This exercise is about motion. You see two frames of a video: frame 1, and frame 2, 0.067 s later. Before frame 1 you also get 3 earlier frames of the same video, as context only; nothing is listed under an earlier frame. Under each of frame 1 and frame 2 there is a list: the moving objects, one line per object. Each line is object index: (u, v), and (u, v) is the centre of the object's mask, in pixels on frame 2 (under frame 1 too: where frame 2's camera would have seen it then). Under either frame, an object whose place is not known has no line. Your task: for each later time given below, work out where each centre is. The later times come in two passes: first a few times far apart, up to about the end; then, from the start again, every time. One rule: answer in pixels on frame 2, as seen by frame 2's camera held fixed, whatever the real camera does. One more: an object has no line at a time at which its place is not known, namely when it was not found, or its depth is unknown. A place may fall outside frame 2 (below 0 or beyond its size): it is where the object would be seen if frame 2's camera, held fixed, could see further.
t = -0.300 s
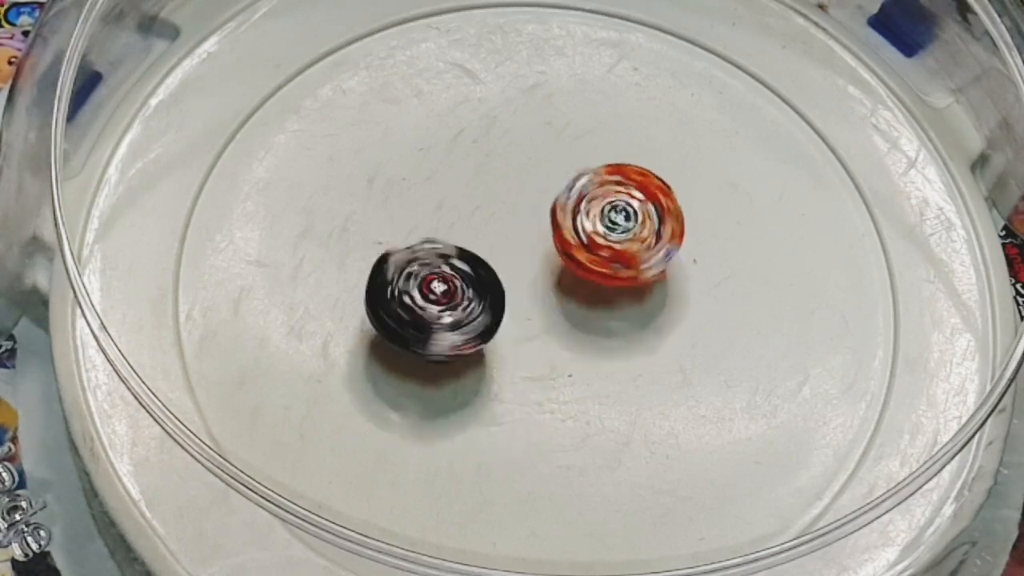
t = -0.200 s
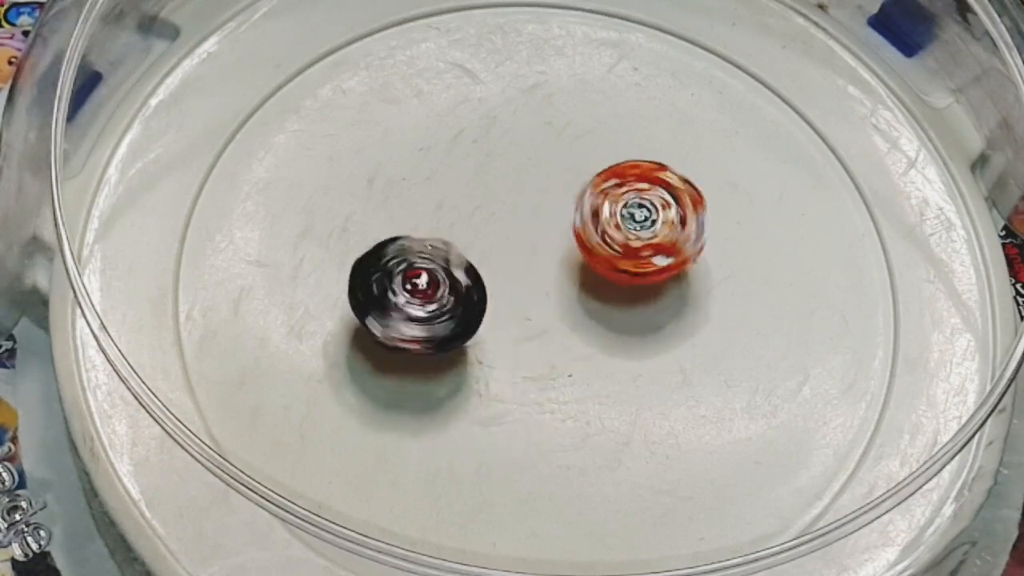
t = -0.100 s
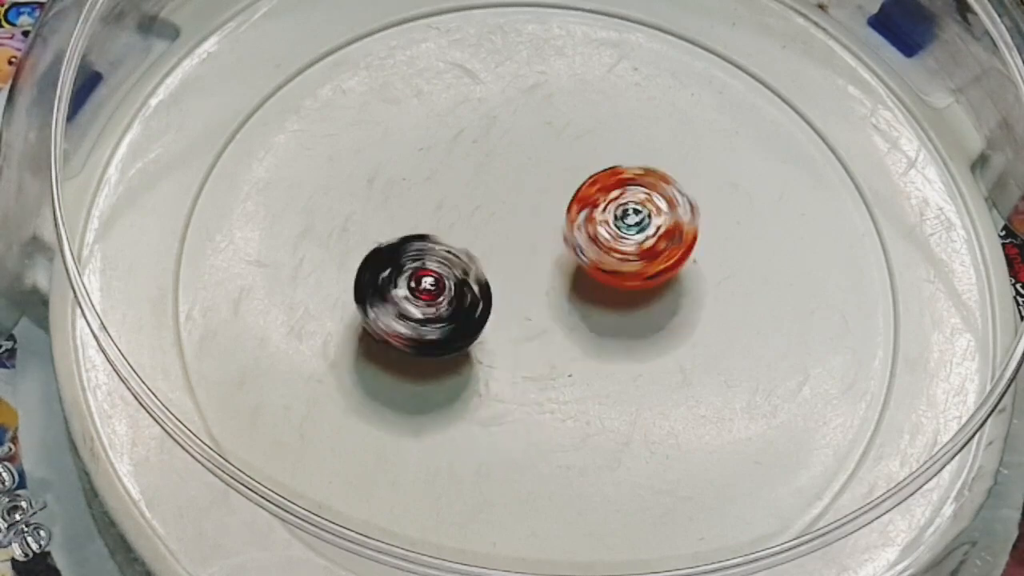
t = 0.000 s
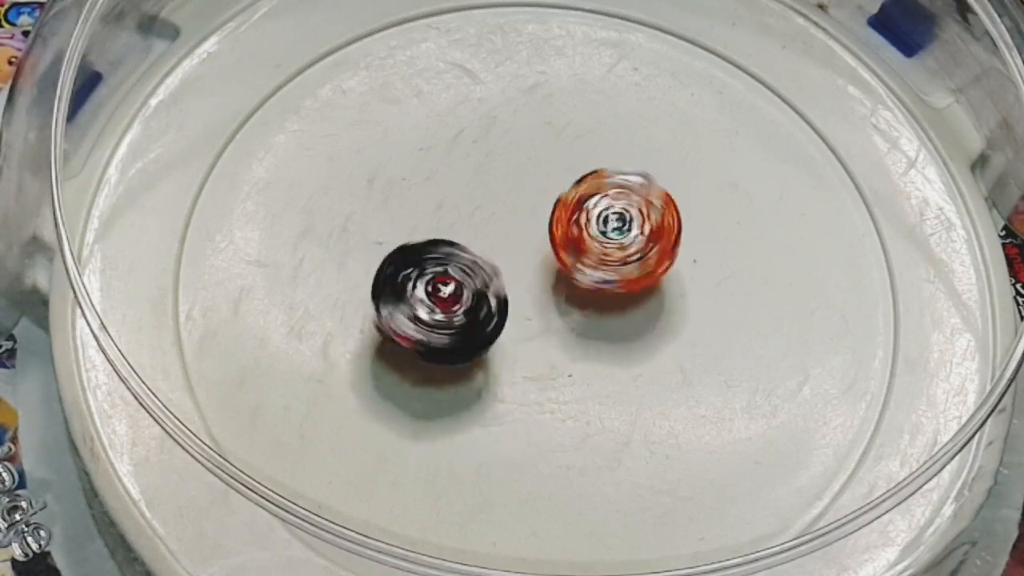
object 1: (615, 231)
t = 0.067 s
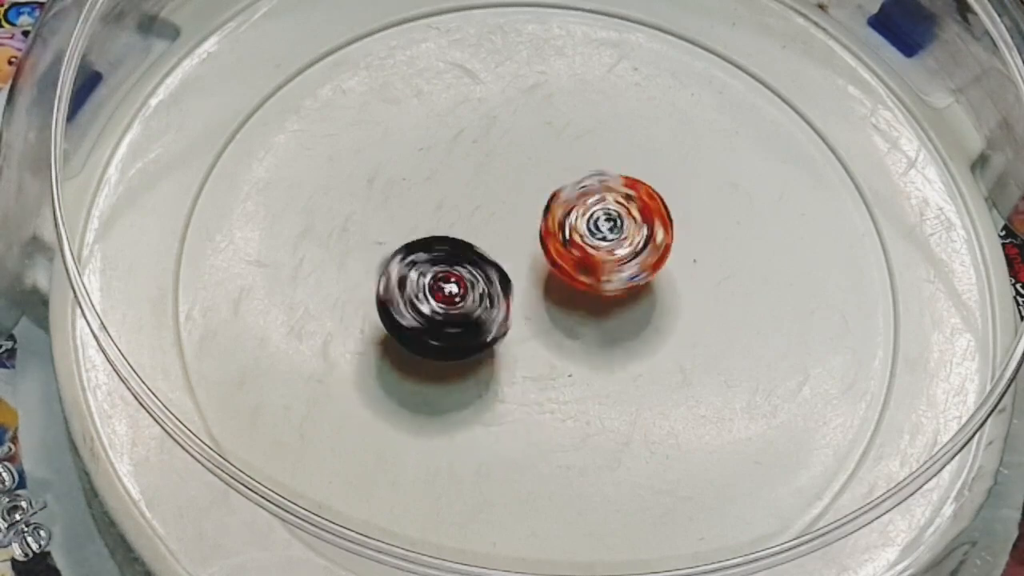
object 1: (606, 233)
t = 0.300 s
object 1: (589, 237)
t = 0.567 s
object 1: (621, 258)
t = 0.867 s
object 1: (690, 294)
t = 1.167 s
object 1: (643, 279)
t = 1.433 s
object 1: (728, 343)
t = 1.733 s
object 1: (705, 320)
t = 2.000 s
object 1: (643, 284)
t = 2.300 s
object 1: (657, 256)
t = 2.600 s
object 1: (668, 218)
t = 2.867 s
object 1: (650, 205)
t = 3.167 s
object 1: (621, 200)
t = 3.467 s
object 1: (601, 188)
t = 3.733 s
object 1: (573, 189)
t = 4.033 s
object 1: (572, 189)
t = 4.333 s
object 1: (570, 190)
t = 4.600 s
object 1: (569, 189)
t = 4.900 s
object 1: (569, 190)
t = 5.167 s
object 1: (568, 191)
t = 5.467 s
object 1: (566, 191)
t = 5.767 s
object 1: (565, 190)
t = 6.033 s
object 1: (565, 191)
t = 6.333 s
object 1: (563, 192)
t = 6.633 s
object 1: (562, 193)
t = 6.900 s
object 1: (561, 192)
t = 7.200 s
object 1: (561, 193)
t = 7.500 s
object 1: (560, 194)
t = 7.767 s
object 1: (557, 194)
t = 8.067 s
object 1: (557, 193)
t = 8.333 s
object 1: (557, 195)
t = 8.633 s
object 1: (556, 196)
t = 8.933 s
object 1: (553, 197)
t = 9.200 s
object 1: (553, 196)
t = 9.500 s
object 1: (553, 197)
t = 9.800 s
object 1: (552, 199)
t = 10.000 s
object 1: (569, 184)
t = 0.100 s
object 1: (601, 233)
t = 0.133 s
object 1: (598, 235)
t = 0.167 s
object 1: (592, 235)
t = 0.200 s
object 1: (592, 236)
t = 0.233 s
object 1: (586, 237)
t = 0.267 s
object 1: (587, 236)
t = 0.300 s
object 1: (589, 237)
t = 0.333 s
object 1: (612, 238)
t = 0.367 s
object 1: (630, 245)
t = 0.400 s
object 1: (636, 249)
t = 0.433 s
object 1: (641, 252)
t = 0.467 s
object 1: (638, 257)
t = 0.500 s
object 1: (632, 257)
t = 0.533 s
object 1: (628, 258)
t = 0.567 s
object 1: (621, 258)
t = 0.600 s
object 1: (616, 256)
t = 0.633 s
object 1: (612, 257)
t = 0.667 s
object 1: (613, 260)
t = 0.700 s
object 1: (649, 270)
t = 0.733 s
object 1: (676, 282)
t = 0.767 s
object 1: (689, 289)
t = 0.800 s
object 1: (694, 291)
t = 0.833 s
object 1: (696, 293)
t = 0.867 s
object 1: (690, 294)
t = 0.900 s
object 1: (683, 293)
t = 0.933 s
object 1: (680, 290)
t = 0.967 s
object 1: (676, 289)
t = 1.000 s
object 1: (670, 287)
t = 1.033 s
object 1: (663, 284)
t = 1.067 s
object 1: (660, 283)
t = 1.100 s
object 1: (654, 282)
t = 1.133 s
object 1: (647, 281)
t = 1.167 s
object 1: (643, 279)
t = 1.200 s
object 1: (639, 278)
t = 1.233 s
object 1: (633, 278)
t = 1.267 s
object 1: (626, 278)
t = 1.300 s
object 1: (622, 277)
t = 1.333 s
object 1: (638, 288)
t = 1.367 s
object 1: (682, 312)
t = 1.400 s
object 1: (712, 330)
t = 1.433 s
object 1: (728, 343)
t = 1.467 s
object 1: (730, 347)
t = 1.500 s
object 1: (730, 346)
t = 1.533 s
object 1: (727, 342)
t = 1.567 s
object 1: (727, 338)
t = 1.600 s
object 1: (726, 335)
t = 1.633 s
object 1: (723, 331)
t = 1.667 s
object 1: (719, 328)
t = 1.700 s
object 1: (713, 325)
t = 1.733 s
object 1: (705, 320)
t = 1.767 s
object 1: (698, 315)
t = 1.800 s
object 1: (692, 311)
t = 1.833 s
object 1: (685, 307)
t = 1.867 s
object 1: (678, 304)
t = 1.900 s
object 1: (669, 300)
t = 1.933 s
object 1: (660, 295)
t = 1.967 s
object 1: (651, 289)
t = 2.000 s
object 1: (643, 284)
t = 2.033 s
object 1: (634, 279)
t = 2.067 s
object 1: (626, 273)
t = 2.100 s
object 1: (616, 268)
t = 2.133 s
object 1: (606, 261)
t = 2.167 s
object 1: (633, 265)
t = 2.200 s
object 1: (649, 266)
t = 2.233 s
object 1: (656, 266)
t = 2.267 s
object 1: (657, 263)
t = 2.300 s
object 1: (657, 256)
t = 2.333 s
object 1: (659, 250)
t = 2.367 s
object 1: (661, 244)
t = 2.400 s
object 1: (663, 240)
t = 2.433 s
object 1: (664, 236)
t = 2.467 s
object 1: (666, 231)
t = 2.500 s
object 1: (666, 228)
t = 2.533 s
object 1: (667, 225)
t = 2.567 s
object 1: (667, 221)
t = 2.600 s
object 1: (668, 218)
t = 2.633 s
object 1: (667, 216)
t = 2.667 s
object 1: (667, 213)
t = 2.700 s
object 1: (666, 212)
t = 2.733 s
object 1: (664, 210)
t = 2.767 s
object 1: (660, 208)
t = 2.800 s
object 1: (658, 207)
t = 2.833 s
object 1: (655, 207)
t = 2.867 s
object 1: (650, 205)
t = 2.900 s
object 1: (646, 205)
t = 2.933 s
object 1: (641, 205)
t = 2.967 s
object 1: (636, 205)
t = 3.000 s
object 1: (630, 205)
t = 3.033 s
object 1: (631, 204)
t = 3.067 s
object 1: (633, 203)
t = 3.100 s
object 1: (629, 202)
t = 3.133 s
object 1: (625, 201)
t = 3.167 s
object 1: (621, 200)
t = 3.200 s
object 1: (616, 199)
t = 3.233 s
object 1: (612, 199)
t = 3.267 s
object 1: (610, 197)
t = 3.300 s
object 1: (605, 197)
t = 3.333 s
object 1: (604, 193)
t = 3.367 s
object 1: (608, 189)
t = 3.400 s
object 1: (608, 189)
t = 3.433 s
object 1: (606, 189)
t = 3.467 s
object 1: (601, 188)
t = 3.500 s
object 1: (596, 188)
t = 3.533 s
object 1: (591, 187)
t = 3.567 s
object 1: (586, 187)
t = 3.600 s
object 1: (582, 187)
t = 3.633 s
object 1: (577, 188)
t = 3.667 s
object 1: (573, 188)
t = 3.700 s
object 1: (573, 188)
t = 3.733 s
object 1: (573, 189)
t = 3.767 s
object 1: (573, 189)
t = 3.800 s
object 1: (573, 189)
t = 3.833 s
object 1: (573, 189)
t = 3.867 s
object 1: (573, 189)
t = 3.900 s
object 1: (573, 189)
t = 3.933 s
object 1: (573, 189)
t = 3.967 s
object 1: (573, 189)
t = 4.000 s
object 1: (572, 190)
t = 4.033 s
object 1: (572, 189)
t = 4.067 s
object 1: (572, 189)
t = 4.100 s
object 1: (572, 189)
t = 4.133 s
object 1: (572, 189)
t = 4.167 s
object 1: (572, 190)
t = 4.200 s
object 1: (572, 190)
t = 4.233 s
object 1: (571, 190)
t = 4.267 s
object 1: (571, 190)
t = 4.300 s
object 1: (570, 190)
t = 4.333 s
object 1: (570, 190)
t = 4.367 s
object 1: (570, 190)
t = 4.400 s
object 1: (570, 190)
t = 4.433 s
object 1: (569, 190)
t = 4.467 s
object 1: (569, 190)
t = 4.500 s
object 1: (569, 190)
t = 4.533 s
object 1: (569, 189)
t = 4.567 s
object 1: (569, 189)
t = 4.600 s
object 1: (569, 189)
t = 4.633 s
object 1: (569, 189)
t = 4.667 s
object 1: (569, 189)
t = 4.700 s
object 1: (569, 189)
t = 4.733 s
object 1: (569, 189)
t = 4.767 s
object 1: (569, 189)
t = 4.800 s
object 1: (569, 190)
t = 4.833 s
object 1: (569, 190)
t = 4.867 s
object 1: (569, 190)
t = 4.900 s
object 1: (569, 190)
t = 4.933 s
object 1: (569, 190)
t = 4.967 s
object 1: (569, 190)
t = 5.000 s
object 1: (569, 190)
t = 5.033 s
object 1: (569, 190)
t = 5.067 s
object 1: (568, 191)
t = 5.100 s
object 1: (568, 191)
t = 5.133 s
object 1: (568, 191)
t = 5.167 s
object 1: (568, 191)
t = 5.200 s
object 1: (568, 191)
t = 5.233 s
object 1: (568, 191)
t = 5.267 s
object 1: (568, 191)
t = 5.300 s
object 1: (568, 191)
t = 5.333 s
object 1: (567, 191)
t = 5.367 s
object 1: (567, 192)
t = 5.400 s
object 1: (567, 192)
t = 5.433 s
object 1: (566, 191)
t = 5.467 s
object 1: (566, 191)
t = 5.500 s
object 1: (566, 191)
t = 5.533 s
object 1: (565, 191)
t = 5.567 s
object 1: (565, 191)
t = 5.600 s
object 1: (565, 191)
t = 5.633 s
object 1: (565, 191)
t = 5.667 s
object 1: (565, 191)
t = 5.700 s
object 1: (565, 191)
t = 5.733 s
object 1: (565, 191)
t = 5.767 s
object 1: (565, 190)
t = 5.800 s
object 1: (565, 190)
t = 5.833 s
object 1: (565, 190)
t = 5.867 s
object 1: (565, 190)
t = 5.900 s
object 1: (565, 191)
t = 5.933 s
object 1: (565, 191)
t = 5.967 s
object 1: (565, 191)
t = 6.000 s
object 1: (565, 191)
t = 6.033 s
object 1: (565, 191)
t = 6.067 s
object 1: (565, 191)
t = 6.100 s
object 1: (565, 191)
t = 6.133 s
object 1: (565, 191)
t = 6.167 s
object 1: (564, 192)
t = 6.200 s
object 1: (564, 192)
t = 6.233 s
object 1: (564, 192)
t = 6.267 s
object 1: (564, 192)
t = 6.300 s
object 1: (563, 192)
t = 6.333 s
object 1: (563, 192)
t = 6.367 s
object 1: (564, 192)
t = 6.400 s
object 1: (564, 192)
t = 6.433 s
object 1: (563, 193)
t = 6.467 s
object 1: (563, 193)
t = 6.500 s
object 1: (563, 193)
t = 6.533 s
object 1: (562, 193)
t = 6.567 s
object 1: (562, 193)
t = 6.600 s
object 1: (562, 193)
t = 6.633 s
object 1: (562, 193)
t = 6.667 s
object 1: (561, 193)
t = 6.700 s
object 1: (561, 193)
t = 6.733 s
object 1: (561, 192)
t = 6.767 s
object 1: (561, 192)
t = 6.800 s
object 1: (561, 192)
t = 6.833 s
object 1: (561, 192)
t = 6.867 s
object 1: (561, 192)
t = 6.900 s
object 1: (561, 192)
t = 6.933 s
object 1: (561, 192)
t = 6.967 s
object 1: (561, 192)
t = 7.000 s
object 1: (561, 192)
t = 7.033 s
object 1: (561, 192)
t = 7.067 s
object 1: (561, 193)
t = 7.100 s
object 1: (561, 193)
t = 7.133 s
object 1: (561, 193)
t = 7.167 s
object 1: (561, 193)
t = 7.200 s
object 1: (561, 193)
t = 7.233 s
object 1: (561, 193)
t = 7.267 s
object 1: (561, 193)
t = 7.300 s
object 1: (561, 193)
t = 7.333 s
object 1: (560, 194)
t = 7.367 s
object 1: (560, 194)
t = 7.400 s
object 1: (560, 194)
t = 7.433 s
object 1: (560, 194)
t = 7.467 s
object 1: (560, 194)
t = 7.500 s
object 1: (560, 194)
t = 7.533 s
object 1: (560, 194)
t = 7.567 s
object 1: (559, 194)
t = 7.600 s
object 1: (559, 195)
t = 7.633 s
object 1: (559, 195)
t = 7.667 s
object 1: (558, 195)
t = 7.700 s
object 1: (558, 195)
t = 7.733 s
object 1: (557, 195)
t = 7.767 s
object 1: (557, 194)
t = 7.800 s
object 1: (557, 195)
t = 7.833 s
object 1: (557, 195)
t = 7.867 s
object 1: (557, 194)
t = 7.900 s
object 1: (557, 194)
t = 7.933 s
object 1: (557, 194)
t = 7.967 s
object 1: (557, 194)
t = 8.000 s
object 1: (557, 194)
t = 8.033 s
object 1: (557, 193)
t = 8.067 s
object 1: (557, 193)
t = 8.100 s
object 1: (557, 194)
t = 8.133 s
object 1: (557, 194)
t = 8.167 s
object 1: (557, 194)
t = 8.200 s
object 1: (557, 194)
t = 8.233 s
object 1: (557, 195)
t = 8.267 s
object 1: (557, 195)
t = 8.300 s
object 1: (557, 195)
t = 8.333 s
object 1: (557, 195)
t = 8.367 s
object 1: (557, 195)
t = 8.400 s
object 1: (557, 195)
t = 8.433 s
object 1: (556, 196)
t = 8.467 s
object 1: (556, 196)
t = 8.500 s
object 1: (556, 196)
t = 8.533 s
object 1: (556, 196)
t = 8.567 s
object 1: (556, 196)
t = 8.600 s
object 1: (556, 196)
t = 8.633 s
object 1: (556, 196)
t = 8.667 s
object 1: (556, 196)
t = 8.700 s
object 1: (556, 196)
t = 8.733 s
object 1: (555, 197)
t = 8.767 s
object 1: (554, 197)
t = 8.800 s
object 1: (554, 196)
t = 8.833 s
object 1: (554, 197)
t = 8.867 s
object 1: (554, 197)
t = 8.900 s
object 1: (553, 197)
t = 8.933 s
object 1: (553, 197)
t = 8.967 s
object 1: (553, 197)
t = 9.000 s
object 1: (553, 197)
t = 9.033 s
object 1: (553, 196)
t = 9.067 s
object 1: (553, 196)
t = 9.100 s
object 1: (553, 196)
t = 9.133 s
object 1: (553, 196)
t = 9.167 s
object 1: (553, 196)
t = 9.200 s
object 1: (553, 196)
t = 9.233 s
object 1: (553, 196)
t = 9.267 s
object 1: (553, 196)
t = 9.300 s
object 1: (553, 197)
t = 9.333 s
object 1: (553, 197)
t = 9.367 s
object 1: (553, 197)
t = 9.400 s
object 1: (553, 197)
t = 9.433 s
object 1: (553, 197)
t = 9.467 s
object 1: (553, 197)
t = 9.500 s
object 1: (553, 197)
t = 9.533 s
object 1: (553, 197)
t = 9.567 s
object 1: (553, 198)
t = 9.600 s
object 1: (552, 198)
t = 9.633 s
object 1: (552, 198)
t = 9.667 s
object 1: (552, 198)
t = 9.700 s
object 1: (552, 198)
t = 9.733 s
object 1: (552, 198)
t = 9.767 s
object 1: (552, 198)
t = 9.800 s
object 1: (552, 199)
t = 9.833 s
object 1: (551, 199)
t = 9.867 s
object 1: (551, 199)
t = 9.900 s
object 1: (550, 199)
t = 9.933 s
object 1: (550, 199)
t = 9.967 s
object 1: (549, 199)
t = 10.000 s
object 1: (569, 184)
